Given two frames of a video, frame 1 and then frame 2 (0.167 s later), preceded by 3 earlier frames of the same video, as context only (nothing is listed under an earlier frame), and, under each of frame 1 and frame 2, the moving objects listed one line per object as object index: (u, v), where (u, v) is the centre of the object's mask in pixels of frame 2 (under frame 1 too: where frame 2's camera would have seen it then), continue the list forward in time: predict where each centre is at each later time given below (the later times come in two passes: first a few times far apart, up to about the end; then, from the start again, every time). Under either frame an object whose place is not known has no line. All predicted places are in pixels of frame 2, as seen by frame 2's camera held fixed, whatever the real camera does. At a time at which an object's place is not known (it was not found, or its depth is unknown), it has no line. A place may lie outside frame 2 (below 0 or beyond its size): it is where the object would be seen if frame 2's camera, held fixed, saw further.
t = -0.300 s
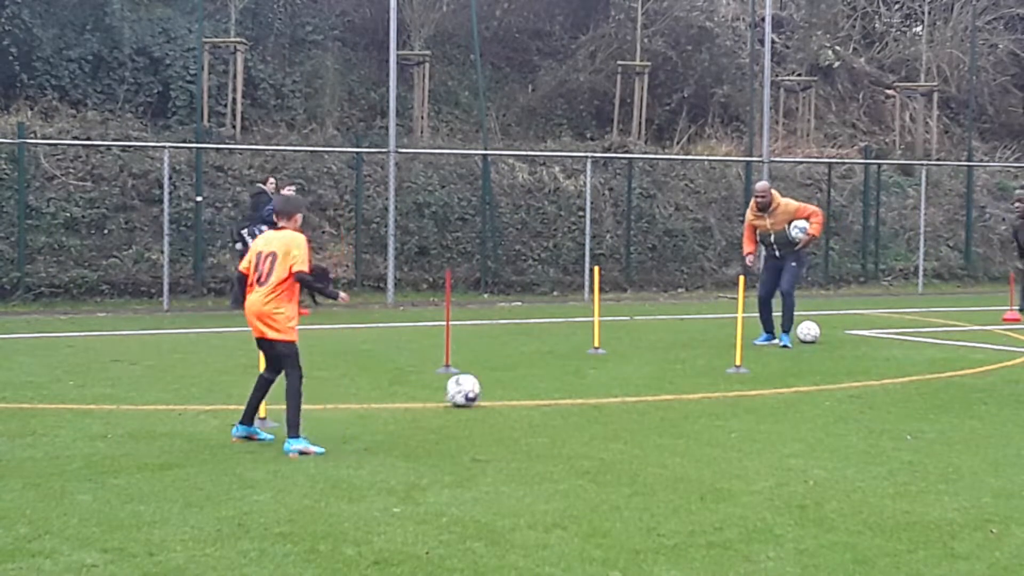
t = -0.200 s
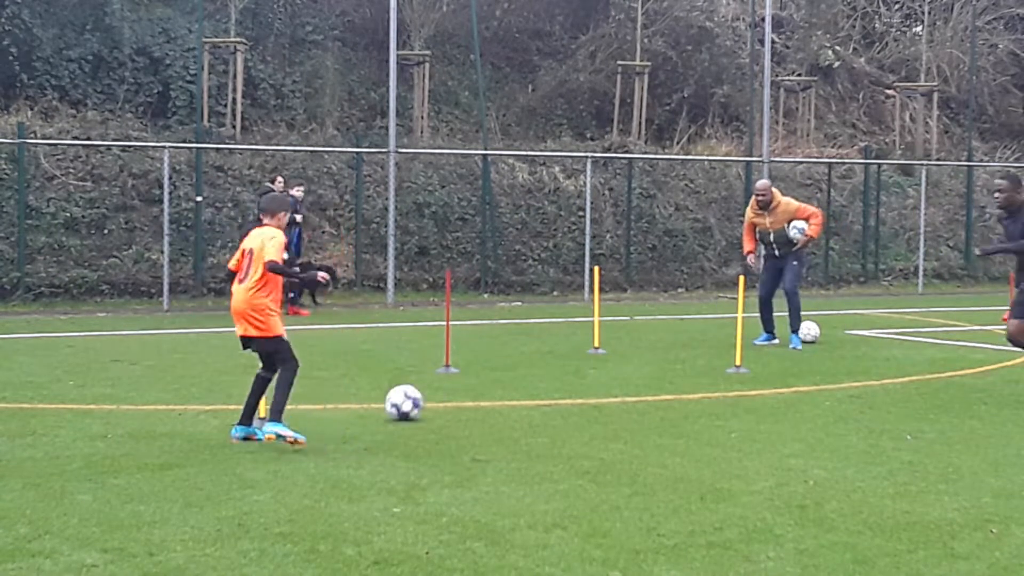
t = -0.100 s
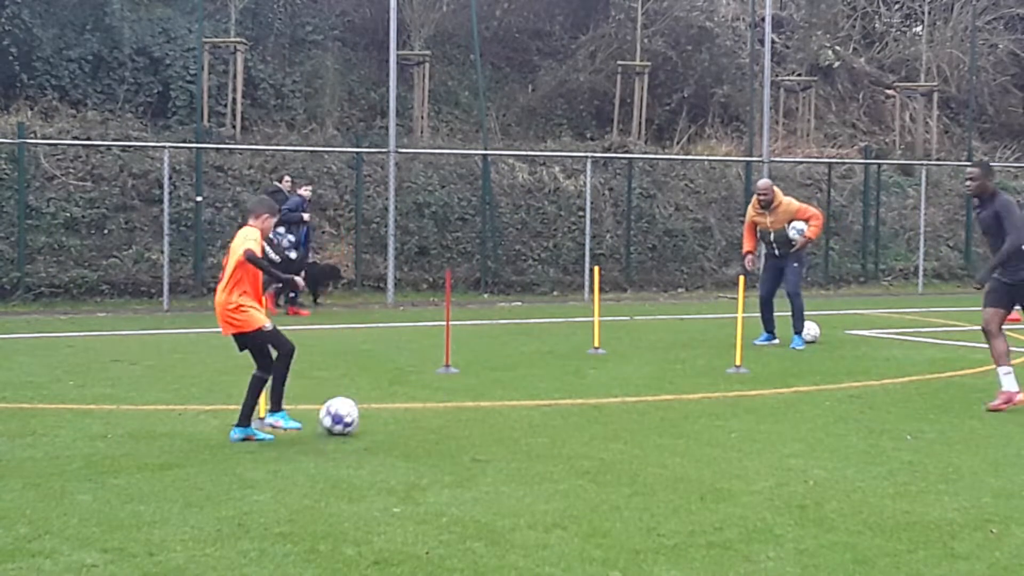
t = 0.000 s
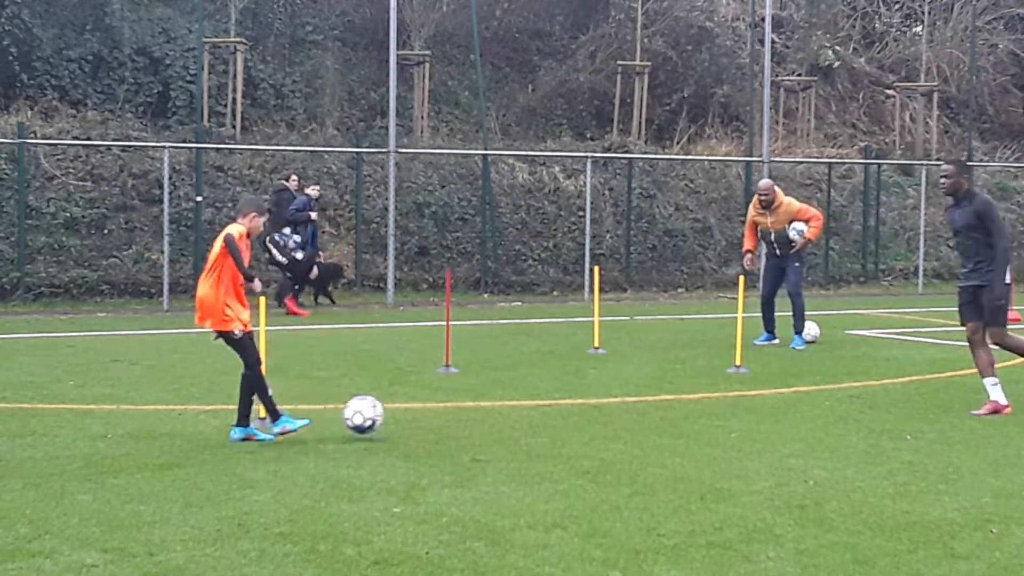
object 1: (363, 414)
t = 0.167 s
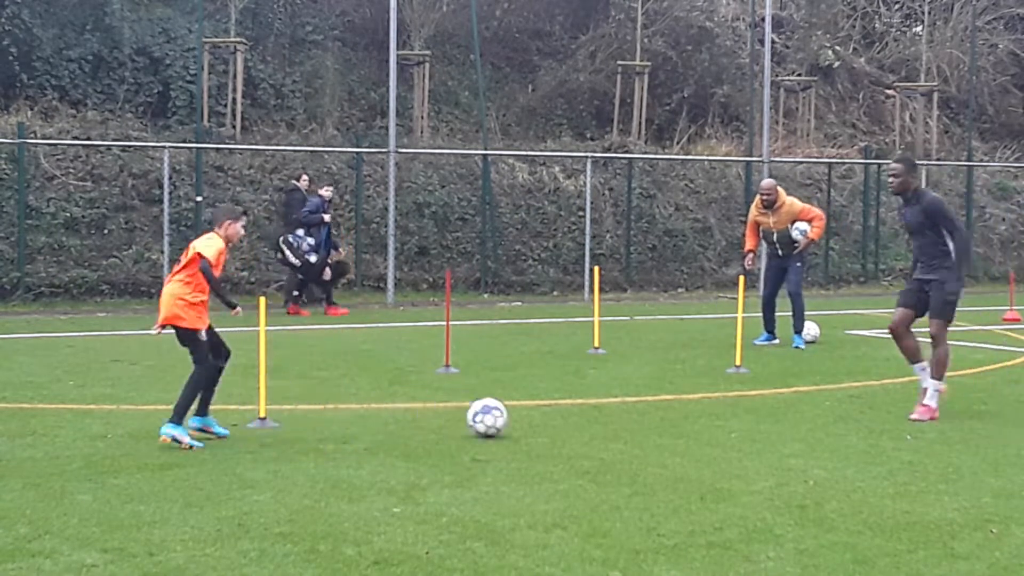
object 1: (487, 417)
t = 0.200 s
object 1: (509, 418)
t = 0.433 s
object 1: (637, 413)
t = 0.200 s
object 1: (509, 418)
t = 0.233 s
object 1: (529, 415)
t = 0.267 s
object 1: (548, 413)
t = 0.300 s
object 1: (567, 412)
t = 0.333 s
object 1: (586, 414)
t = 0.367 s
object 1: (605, 417)
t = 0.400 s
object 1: (622, 416)
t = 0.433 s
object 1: (637, 413)
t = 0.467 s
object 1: (653, 414)
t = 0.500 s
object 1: (668, 415)
